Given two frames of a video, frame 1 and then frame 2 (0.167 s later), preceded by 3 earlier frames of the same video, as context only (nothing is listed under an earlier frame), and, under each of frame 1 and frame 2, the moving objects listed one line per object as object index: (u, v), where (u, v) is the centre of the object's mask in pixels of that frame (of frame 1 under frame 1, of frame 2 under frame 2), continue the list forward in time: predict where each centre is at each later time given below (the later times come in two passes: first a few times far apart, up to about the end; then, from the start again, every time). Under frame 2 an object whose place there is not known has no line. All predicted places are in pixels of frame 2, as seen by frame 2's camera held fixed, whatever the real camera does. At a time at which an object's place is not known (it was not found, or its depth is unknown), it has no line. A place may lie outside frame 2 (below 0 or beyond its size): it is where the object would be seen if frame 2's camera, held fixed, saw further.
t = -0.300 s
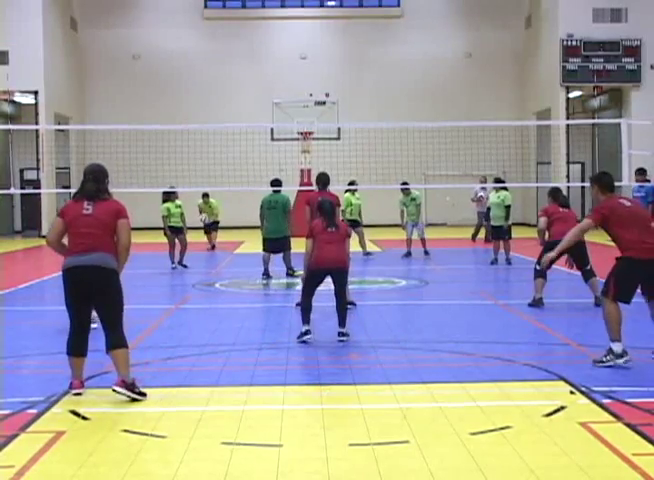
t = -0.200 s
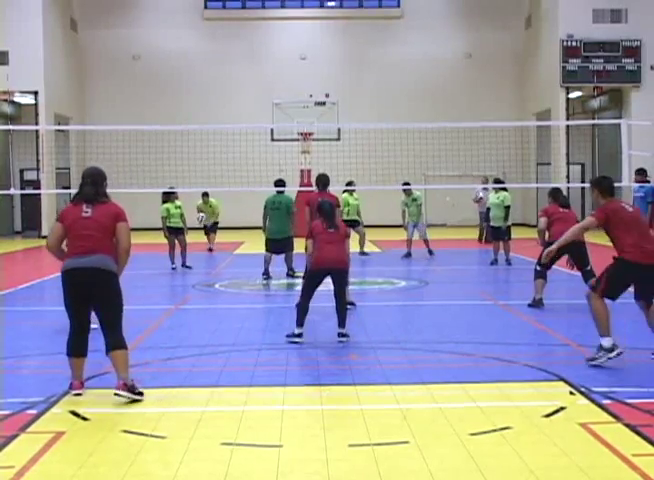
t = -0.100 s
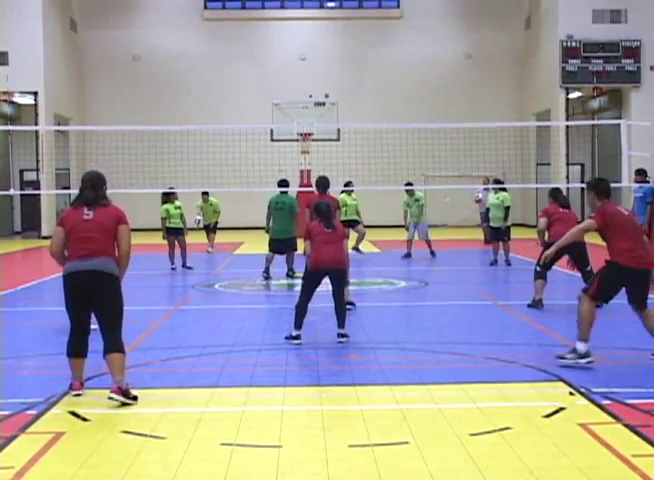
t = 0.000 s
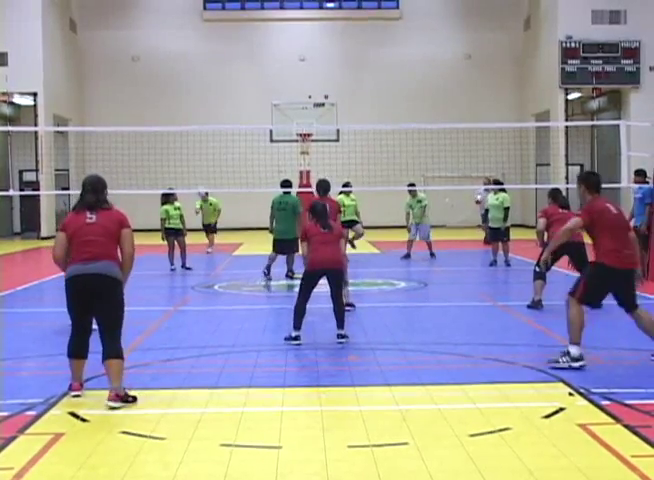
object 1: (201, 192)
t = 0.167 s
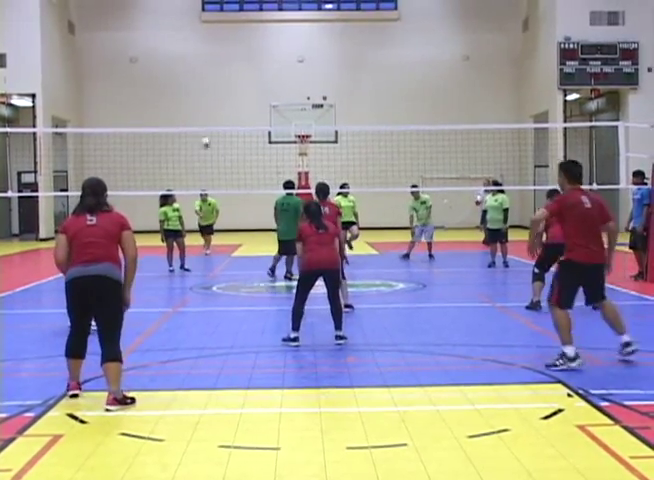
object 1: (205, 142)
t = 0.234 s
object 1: (208, 123)
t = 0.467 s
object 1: (222, 75)
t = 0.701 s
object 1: (237, 48)
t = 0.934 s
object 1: (253, 49)
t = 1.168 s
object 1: (272, 93)
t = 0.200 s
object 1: (207, 135)
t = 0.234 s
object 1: (208, 123)
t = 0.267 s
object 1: (210, 117)
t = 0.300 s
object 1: (211, 109)
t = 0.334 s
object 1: (212, 102)
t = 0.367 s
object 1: (215, 94)
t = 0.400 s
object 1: (217, 87)
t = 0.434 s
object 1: (219, 81)
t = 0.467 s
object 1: (222, 75)
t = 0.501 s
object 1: (224, 69)
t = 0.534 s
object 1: (226, 65)
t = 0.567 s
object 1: (228, 60)
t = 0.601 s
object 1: (231, 57)
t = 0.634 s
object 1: (233, 53)
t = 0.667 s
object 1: (235, 50)
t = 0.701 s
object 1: (237, 48)
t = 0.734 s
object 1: (240, 46)
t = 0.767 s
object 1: (242, 45)
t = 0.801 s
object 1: (244, 45)
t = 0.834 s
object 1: (247, 45)
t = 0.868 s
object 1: (249, 45)
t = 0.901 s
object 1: (251, 46)
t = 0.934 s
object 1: (253, 49)
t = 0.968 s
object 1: (256, 52)
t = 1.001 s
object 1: (258, 56)
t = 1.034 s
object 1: (261, 61)
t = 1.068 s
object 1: (263, 67)
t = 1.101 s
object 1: (266, 74)
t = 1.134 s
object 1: (269, 83)
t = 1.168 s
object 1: (272, 93)
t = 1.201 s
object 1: (276, 103)
